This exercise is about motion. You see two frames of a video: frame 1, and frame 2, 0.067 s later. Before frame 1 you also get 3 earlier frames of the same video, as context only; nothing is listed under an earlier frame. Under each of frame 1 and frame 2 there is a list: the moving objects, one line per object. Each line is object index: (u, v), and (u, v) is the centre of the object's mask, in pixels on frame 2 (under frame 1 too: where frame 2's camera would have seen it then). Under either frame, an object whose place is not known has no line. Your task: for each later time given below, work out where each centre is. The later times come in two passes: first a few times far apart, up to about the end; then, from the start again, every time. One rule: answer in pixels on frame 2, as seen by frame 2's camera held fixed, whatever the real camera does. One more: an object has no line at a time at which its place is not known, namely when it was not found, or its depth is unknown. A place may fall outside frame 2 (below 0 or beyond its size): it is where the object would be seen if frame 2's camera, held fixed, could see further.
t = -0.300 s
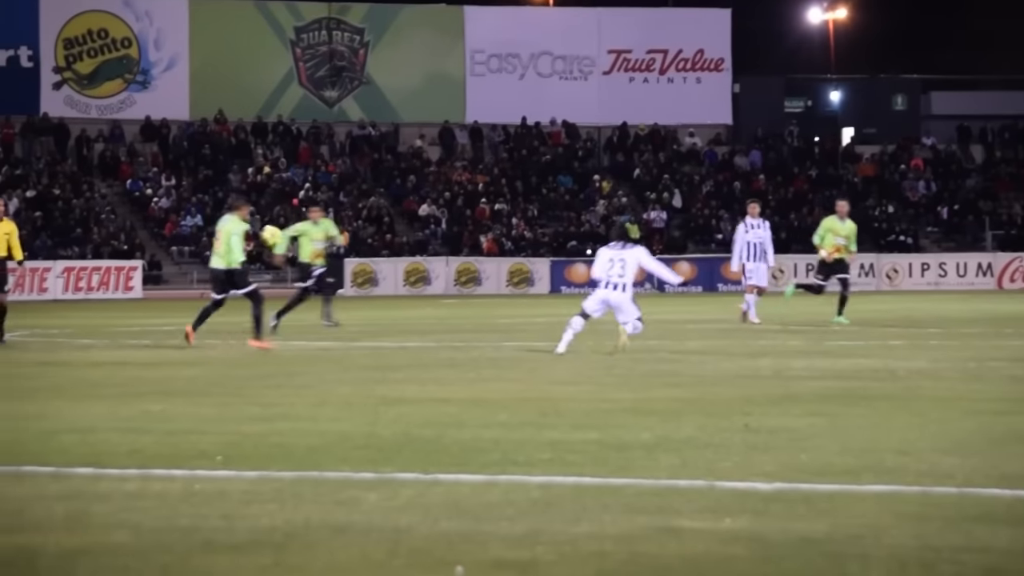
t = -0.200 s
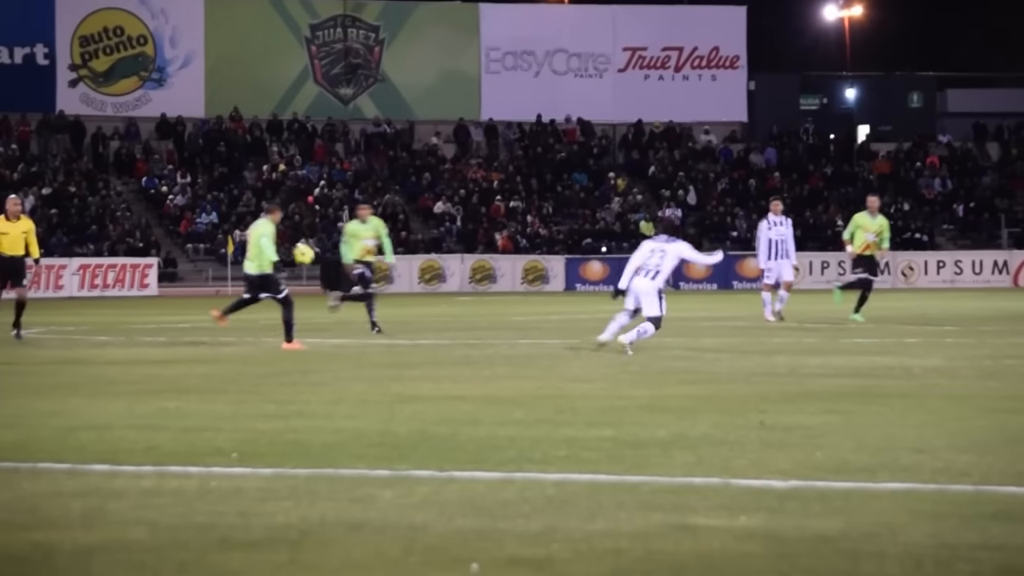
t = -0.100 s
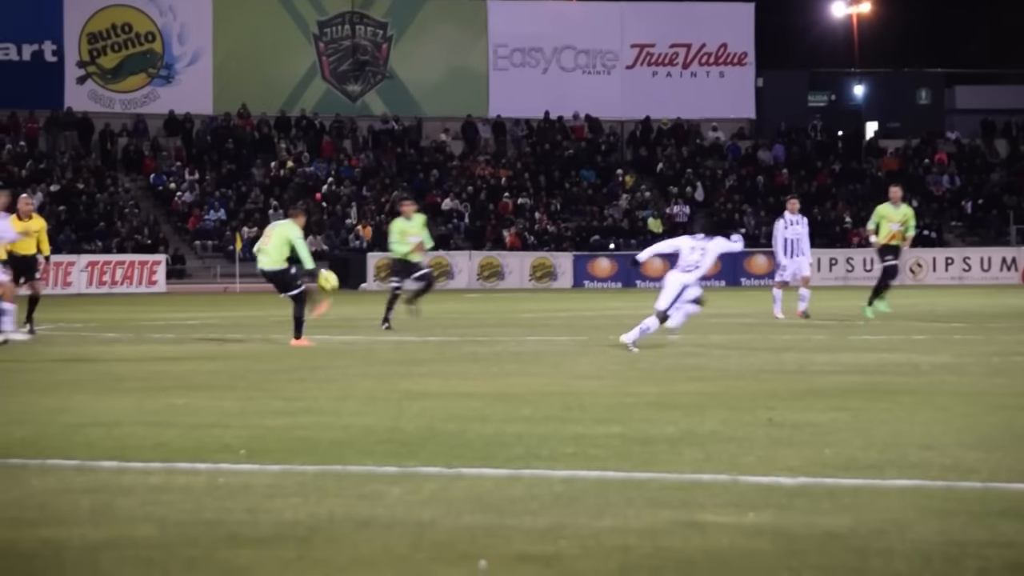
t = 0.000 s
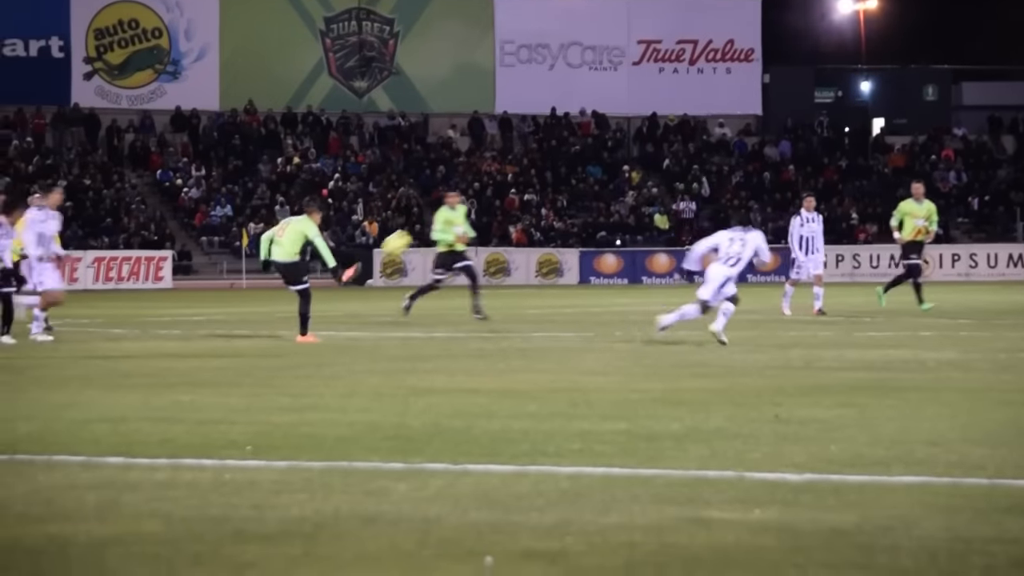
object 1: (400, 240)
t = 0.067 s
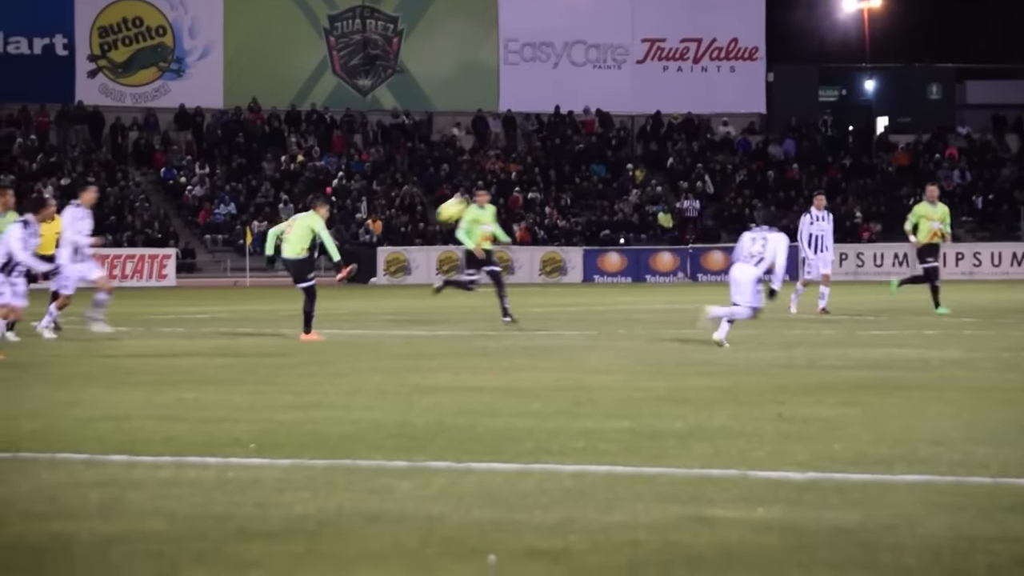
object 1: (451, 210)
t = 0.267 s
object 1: (609, 142)
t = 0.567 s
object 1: (859, 116)
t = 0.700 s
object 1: (987, 132)
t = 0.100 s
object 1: (478, 196)
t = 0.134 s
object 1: (505, 183)
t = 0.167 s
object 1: (530, 171)
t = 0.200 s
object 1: (557, 161)
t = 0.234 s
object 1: (583, 151)
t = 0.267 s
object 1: (609, 142)
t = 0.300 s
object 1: (636, 135)
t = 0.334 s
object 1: (662, 129)
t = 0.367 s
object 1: (689, 124)
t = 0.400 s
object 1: (716, 120)
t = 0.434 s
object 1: (744, 117)
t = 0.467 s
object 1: (772, 115)
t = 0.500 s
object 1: (801, 114)
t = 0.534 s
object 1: (830, 116)
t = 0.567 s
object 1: (859, 116)
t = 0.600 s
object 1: (891, 119)
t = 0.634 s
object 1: (921, 123)
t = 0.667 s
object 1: (954, 127)
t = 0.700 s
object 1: (987, 132)
